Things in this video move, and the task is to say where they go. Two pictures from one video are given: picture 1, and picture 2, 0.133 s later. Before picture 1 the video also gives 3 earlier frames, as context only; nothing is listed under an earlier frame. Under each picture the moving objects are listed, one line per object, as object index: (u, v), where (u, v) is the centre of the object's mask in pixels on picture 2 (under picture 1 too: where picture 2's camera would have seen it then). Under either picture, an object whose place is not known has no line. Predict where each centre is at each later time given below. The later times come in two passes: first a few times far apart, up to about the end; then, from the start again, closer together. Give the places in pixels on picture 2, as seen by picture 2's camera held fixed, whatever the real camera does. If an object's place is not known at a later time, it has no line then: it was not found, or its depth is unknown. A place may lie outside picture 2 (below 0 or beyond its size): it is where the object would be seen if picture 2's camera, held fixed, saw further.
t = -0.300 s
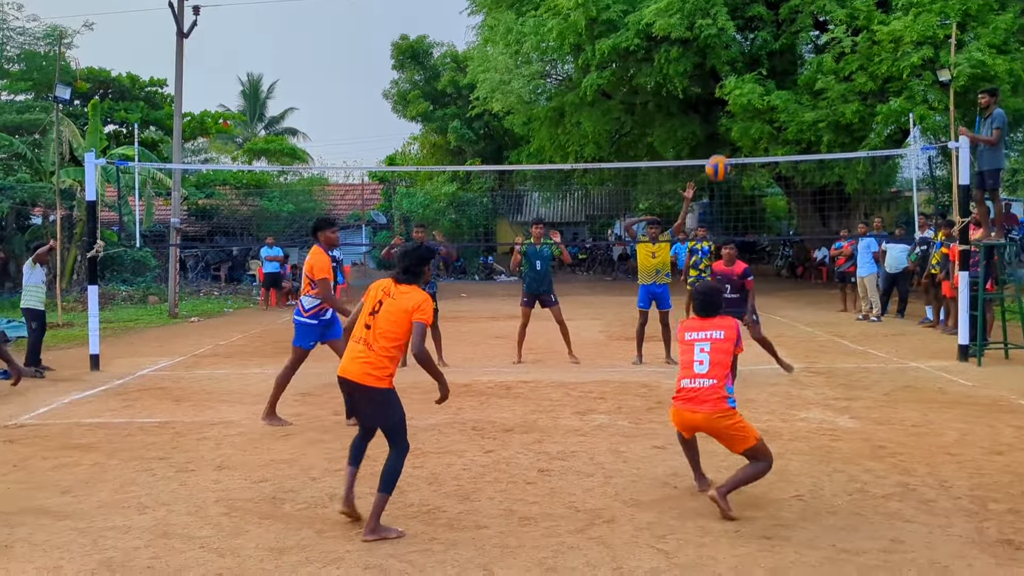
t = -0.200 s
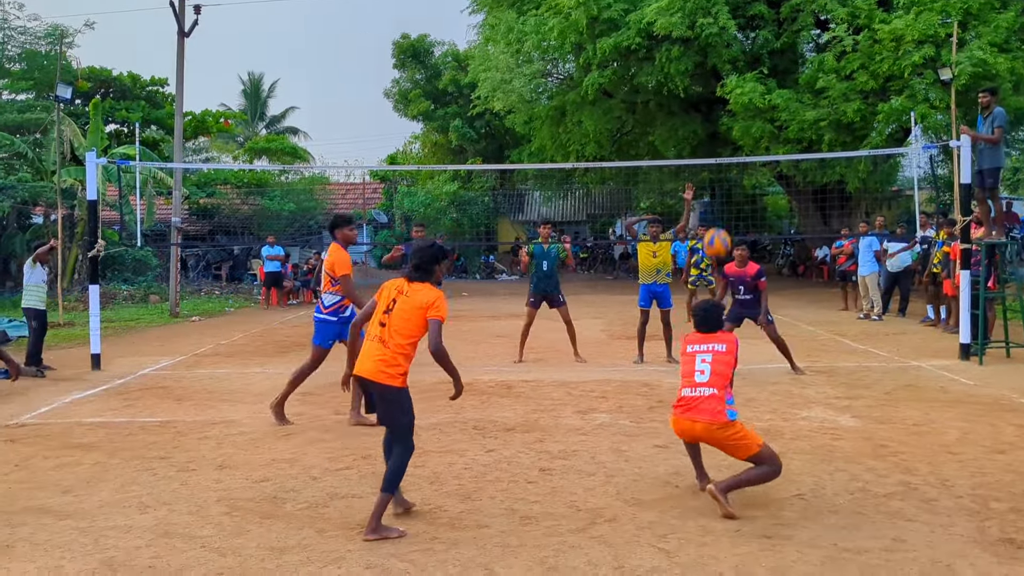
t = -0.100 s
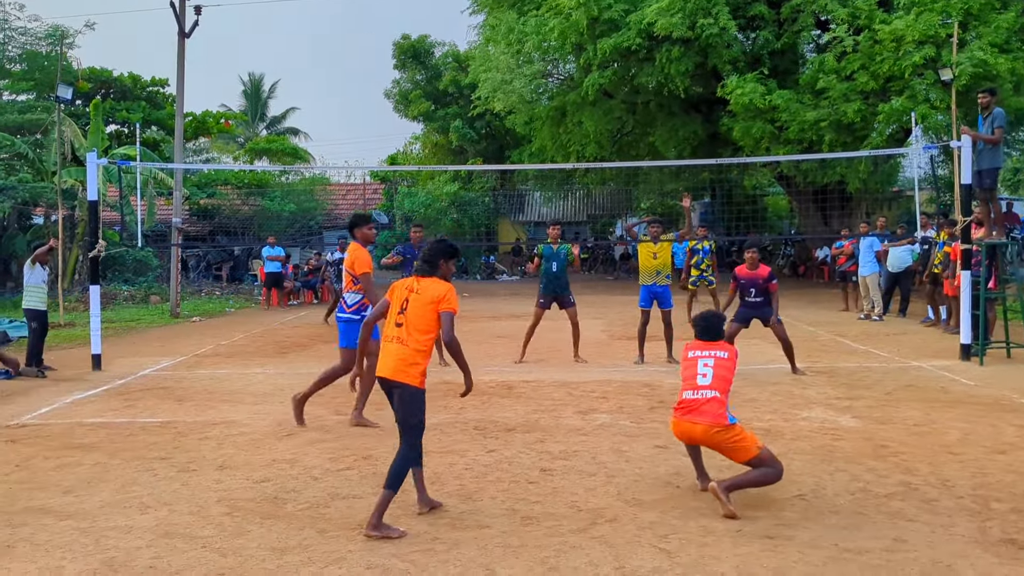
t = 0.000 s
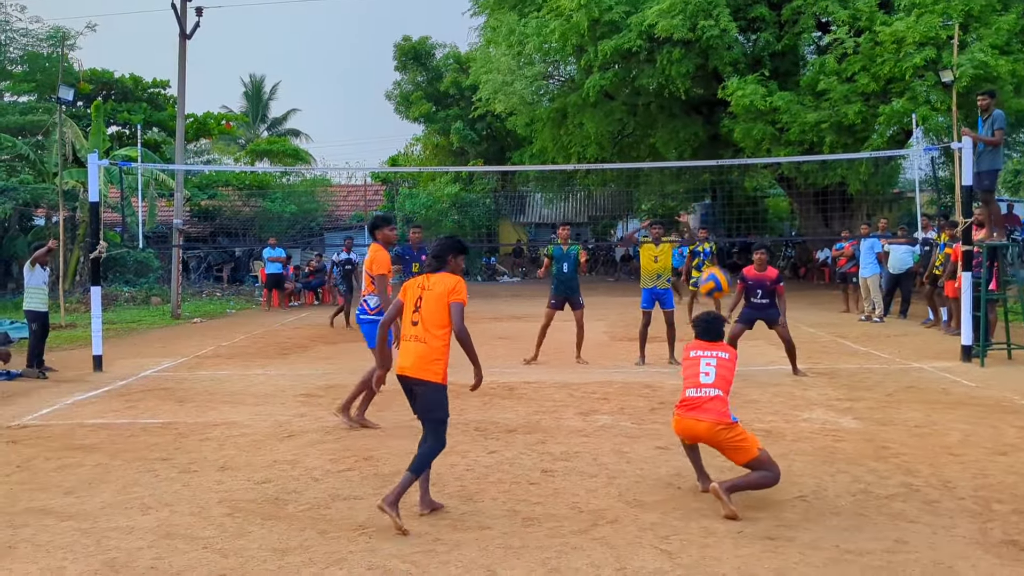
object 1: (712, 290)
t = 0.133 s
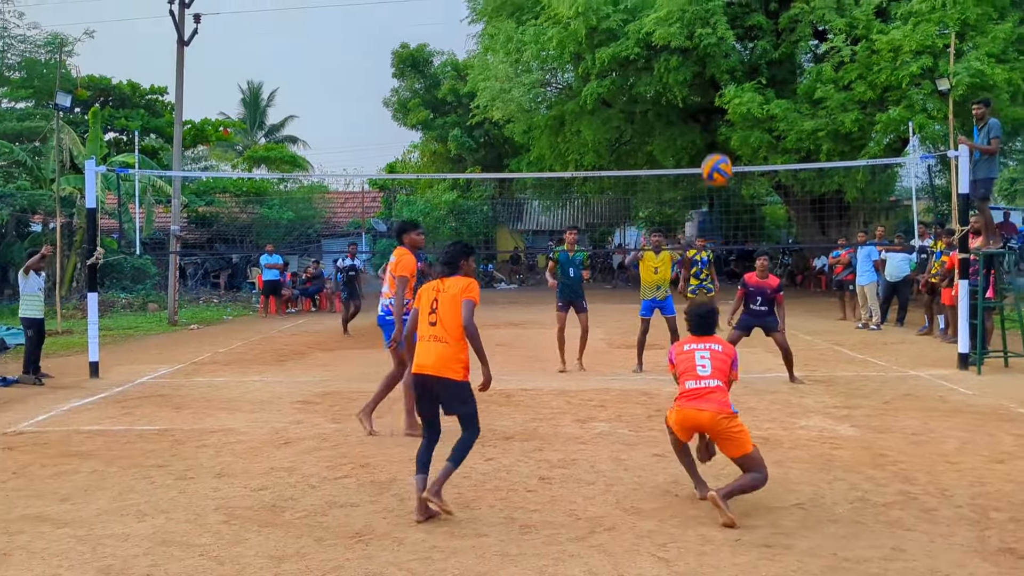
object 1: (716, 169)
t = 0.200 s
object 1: (718, 123)
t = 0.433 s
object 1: (726, 13)
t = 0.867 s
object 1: (739, 5)
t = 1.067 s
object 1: (744, 69)
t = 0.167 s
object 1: (718, 145)
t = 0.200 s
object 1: (718, 123)
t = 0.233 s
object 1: (720, 102)
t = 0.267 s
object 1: (720, 82)
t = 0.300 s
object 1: (722, 65)
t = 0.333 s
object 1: (723, 50)
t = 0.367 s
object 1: (724, 37)
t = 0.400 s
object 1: (725, 24)
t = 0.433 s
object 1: (726, 13)
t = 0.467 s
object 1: (728, 4)
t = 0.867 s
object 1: (739, 5)
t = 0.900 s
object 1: (740, 13)
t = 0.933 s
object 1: (741, 22)
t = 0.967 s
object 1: (742, 33)
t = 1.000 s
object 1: (743, 44)
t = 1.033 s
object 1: (744, 56)
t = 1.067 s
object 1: (744, 69)
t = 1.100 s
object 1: (745, 83)
